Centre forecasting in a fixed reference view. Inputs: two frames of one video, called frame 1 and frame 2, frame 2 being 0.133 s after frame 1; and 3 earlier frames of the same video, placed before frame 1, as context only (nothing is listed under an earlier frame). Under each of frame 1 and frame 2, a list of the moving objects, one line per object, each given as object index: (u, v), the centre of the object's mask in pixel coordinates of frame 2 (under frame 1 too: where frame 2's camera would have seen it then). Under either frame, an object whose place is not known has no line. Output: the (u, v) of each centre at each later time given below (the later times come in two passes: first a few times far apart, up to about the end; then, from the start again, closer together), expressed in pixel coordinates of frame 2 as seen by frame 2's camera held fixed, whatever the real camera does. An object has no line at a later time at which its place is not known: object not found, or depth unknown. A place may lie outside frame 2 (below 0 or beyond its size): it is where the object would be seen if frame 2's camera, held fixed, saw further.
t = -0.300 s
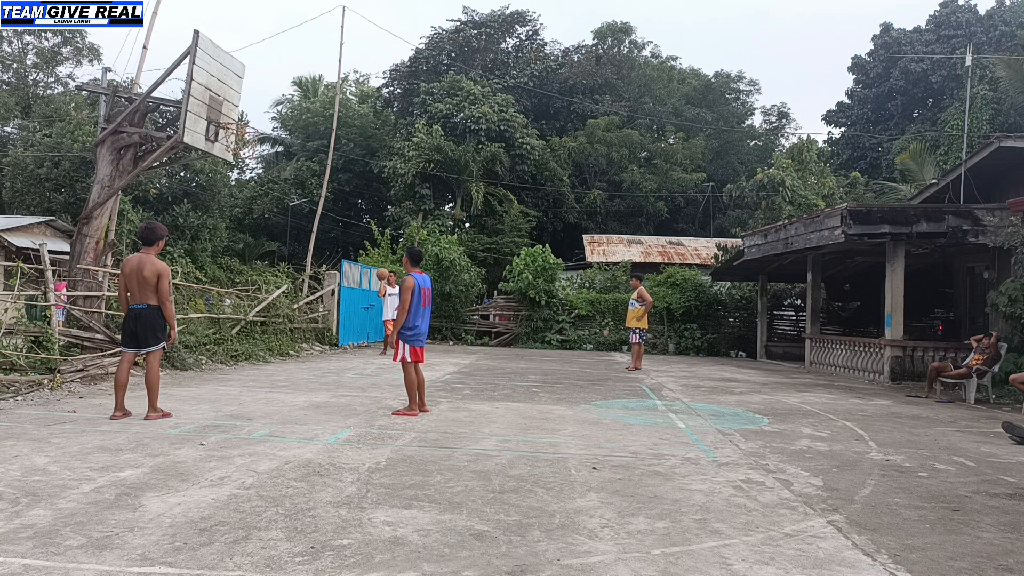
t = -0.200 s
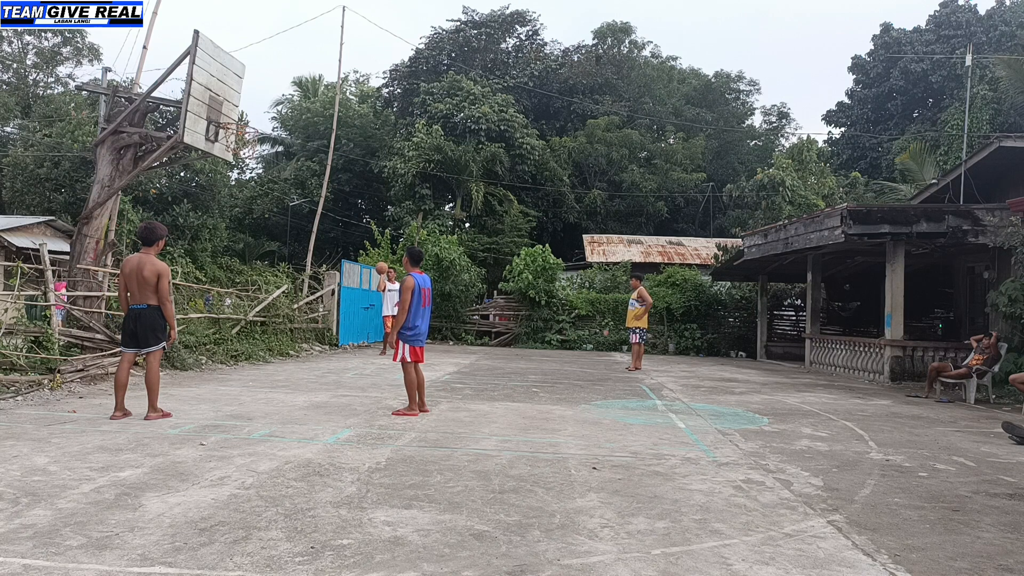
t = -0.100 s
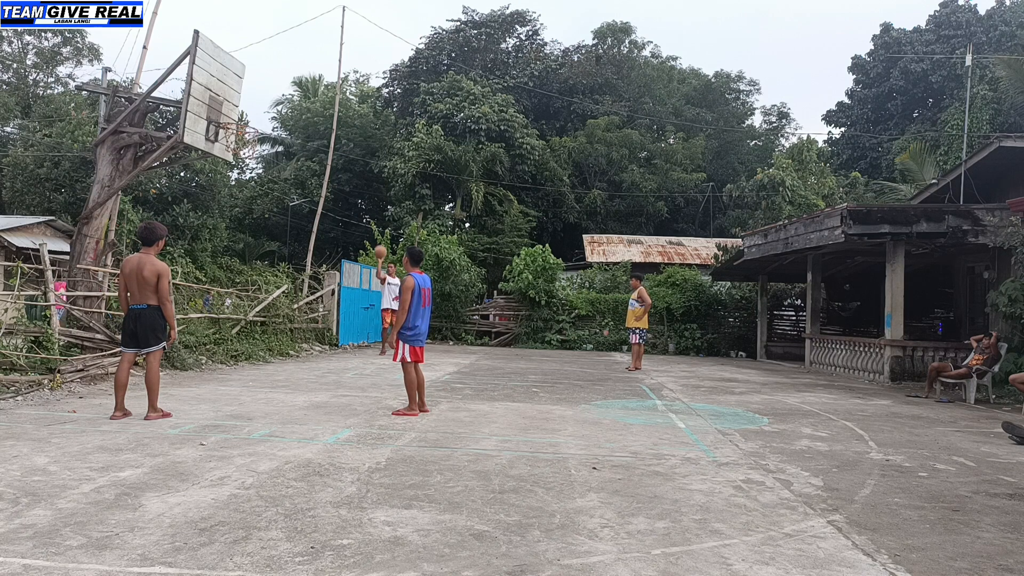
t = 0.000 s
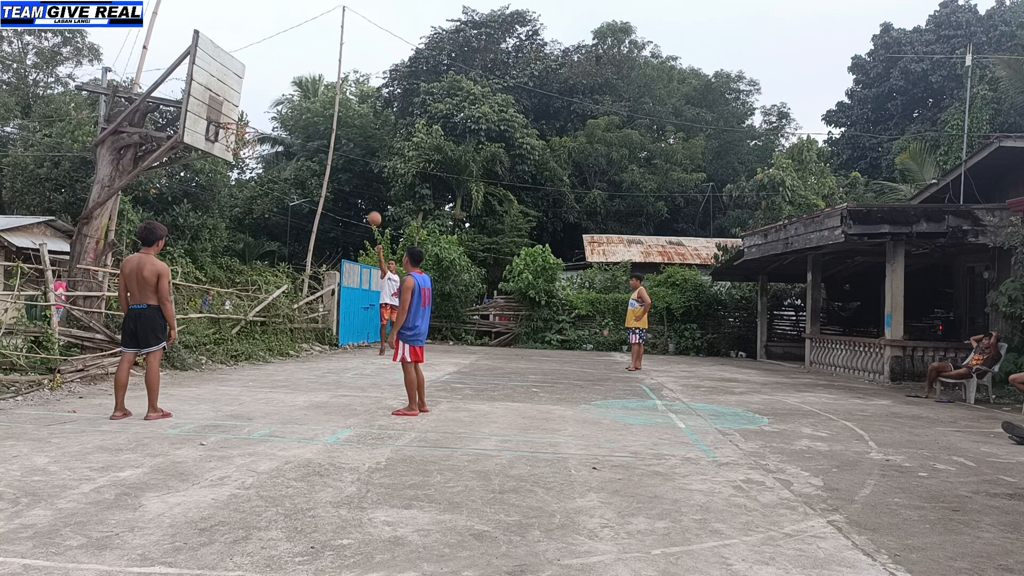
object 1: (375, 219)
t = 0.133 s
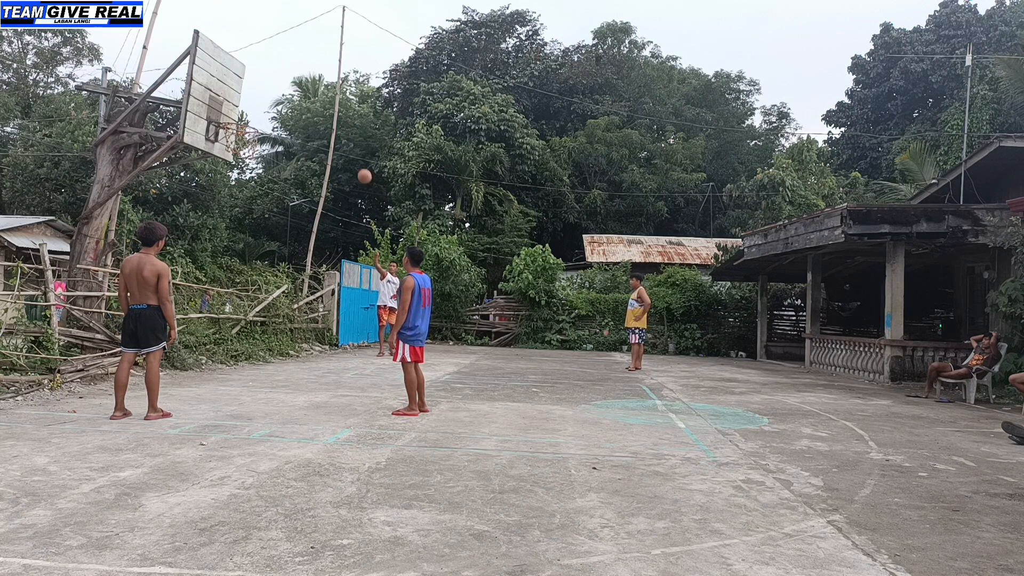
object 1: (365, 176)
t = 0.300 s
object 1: (350, 133)
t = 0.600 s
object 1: (319, 83)
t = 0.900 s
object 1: (275, 84)
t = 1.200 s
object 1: (238, 148)
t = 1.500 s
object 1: (259, 240)
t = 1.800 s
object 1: (279, 363)
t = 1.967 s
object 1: (301, 292)
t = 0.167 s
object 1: (362, 167)
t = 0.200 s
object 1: (359, 158)
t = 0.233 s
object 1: (356, 149)
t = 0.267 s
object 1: (354, 140)
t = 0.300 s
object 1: (350, 133)
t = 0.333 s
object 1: (348, 125)
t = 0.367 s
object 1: (345, 119)
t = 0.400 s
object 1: (341, 112)
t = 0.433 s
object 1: (338, 105)
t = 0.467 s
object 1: (334, 100)
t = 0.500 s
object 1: (330, 94)
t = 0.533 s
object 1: (327, 90)
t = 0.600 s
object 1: (319, 83)
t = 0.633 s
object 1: (315, 80)
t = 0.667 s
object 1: (310, 78)
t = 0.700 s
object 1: (306, 77)
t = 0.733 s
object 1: (301, 76)
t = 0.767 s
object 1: (296, 76)
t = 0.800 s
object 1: (291, 77)
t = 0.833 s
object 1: (286, 78)
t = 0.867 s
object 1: (280, 80)
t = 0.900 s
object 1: (275, 84)
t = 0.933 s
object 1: (269, 88)
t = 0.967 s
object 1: (263, 93)
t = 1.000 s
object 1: (257, 100)
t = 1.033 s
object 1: (250, 107)
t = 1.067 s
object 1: (243, 115)
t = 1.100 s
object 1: (236, 126)
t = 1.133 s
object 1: (233, 136)
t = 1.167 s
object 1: (235, 142)
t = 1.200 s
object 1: (238, 148)
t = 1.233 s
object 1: (240, 154)
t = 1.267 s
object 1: (243, 161)
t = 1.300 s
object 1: (246, 170)
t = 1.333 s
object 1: (248, 180)
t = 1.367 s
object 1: (251, 190)
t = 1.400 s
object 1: (253, 201)
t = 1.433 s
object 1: (255, 213)
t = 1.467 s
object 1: (257, 226)
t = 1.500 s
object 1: (259, 240)
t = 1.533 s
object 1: (262, 255)
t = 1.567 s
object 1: (264, 271)
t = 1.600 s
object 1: (265, 288)
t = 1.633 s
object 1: (267, 307)
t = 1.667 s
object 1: (269, 325)
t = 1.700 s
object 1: (271, 346)
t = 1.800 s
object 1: (279, 363)
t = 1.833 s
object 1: (284, 347)
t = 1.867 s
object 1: (288, 332)
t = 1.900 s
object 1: (292, 318)
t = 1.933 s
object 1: (297, 305)
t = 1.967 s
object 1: (301, 292)
